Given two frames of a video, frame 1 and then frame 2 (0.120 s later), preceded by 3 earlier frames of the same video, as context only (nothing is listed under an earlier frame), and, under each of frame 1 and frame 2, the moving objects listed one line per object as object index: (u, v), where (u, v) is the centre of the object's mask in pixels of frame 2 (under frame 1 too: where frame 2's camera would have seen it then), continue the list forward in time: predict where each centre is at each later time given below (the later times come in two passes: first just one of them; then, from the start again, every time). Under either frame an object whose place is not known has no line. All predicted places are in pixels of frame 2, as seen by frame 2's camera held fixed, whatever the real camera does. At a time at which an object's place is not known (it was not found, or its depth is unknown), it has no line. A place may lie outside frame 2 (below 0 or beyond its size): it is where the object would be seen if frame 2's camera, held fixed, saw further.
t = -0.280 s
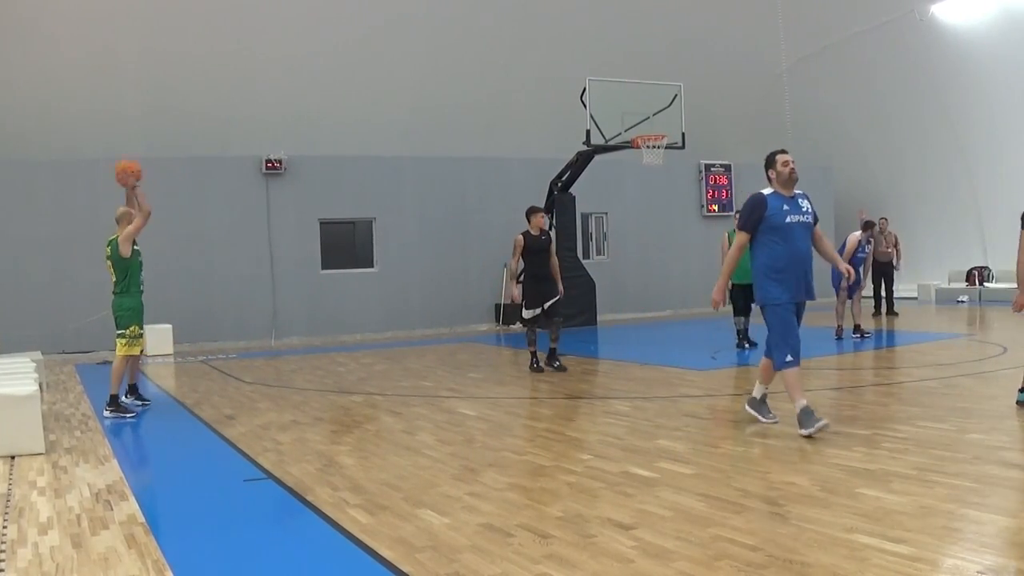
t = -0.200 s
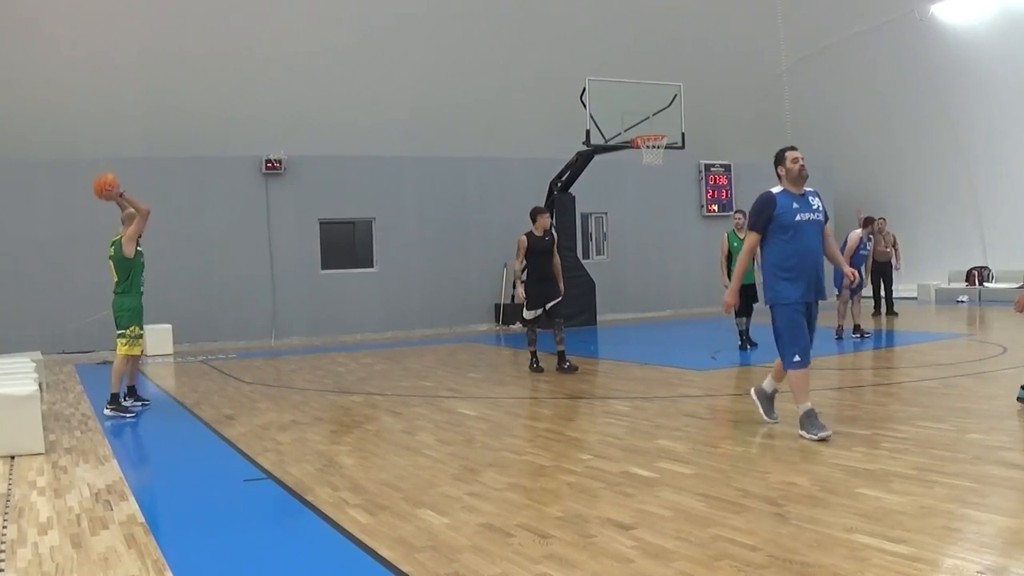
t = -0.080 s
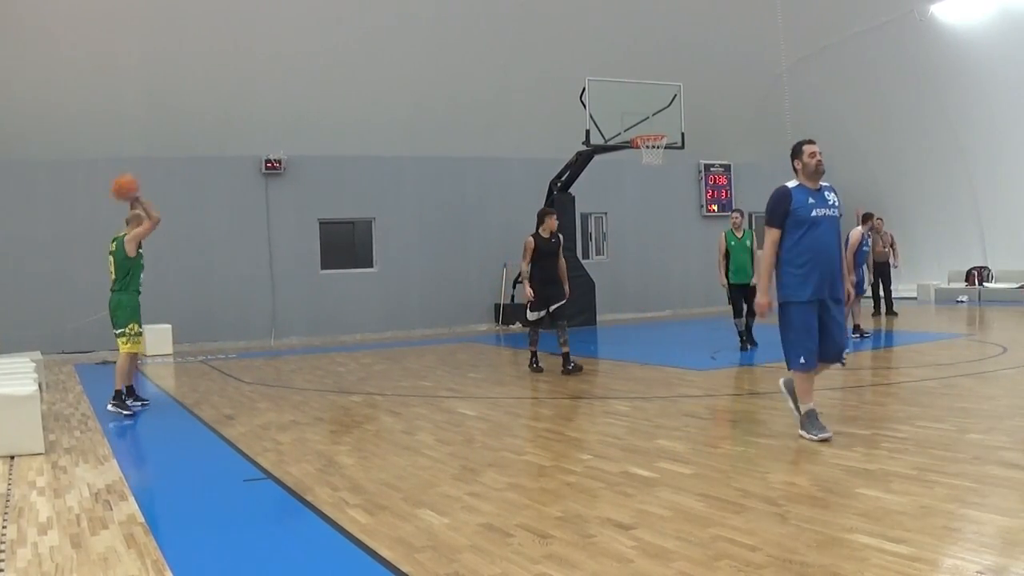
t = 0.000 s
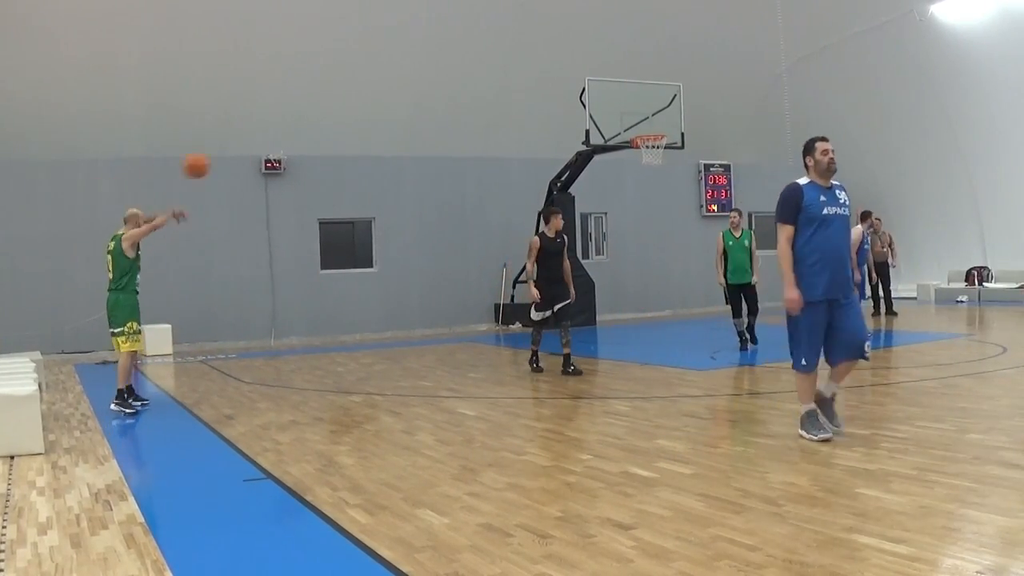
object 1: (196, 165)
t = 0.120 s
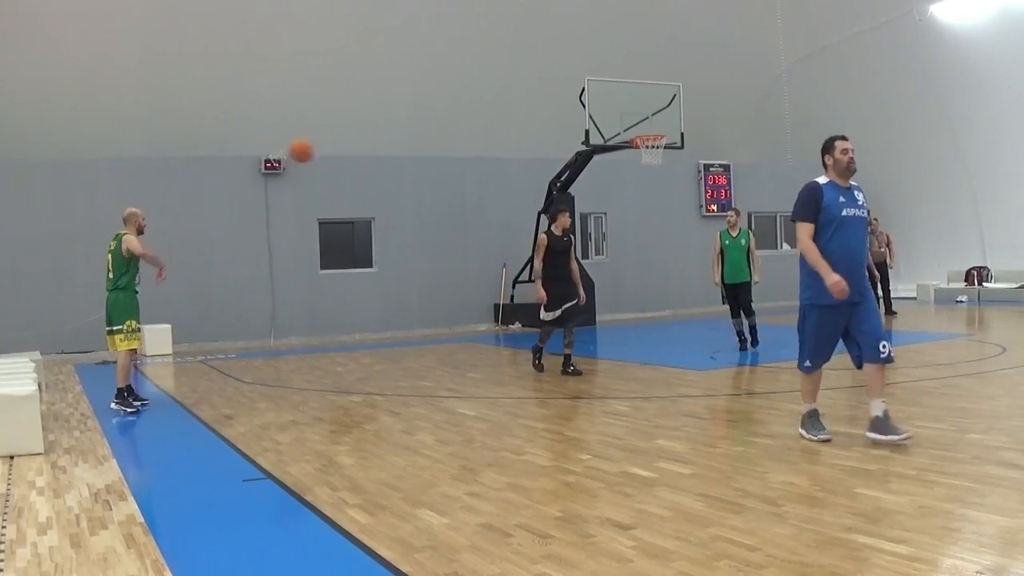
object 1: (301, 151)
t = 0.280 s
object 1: (420, 156)
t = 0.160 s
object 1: (332, 149)
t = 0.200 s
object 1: (363, 150)
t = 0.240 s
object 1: (392, 153)
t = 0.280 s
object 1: (420, 156)
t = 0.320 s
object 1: (446, 161)
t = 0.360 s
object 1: (470, 167)
